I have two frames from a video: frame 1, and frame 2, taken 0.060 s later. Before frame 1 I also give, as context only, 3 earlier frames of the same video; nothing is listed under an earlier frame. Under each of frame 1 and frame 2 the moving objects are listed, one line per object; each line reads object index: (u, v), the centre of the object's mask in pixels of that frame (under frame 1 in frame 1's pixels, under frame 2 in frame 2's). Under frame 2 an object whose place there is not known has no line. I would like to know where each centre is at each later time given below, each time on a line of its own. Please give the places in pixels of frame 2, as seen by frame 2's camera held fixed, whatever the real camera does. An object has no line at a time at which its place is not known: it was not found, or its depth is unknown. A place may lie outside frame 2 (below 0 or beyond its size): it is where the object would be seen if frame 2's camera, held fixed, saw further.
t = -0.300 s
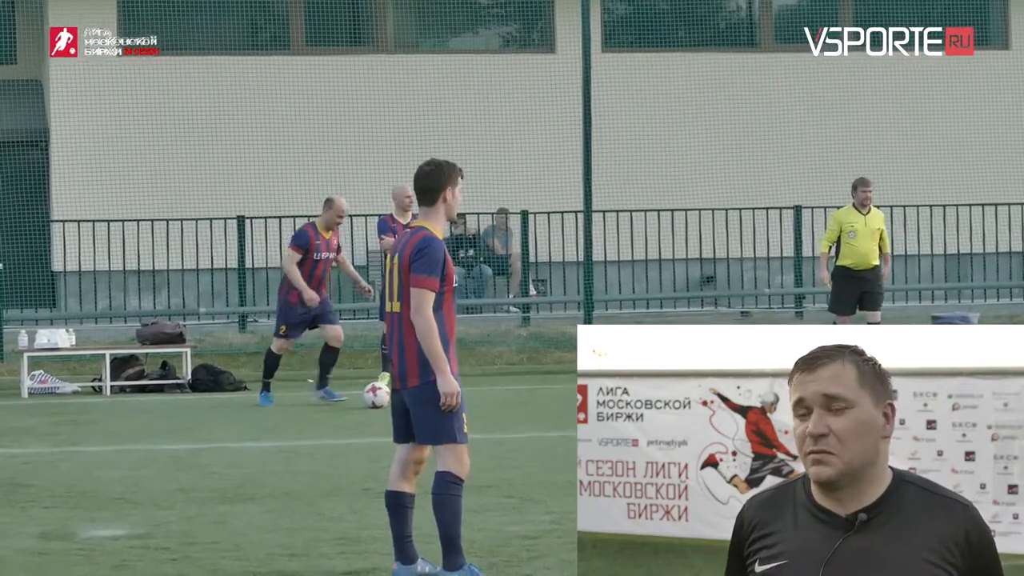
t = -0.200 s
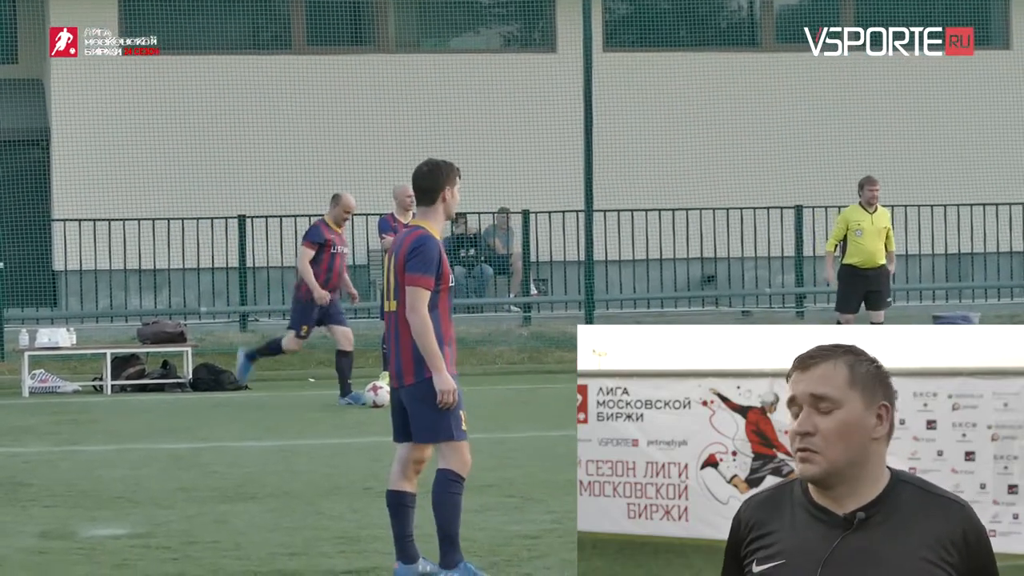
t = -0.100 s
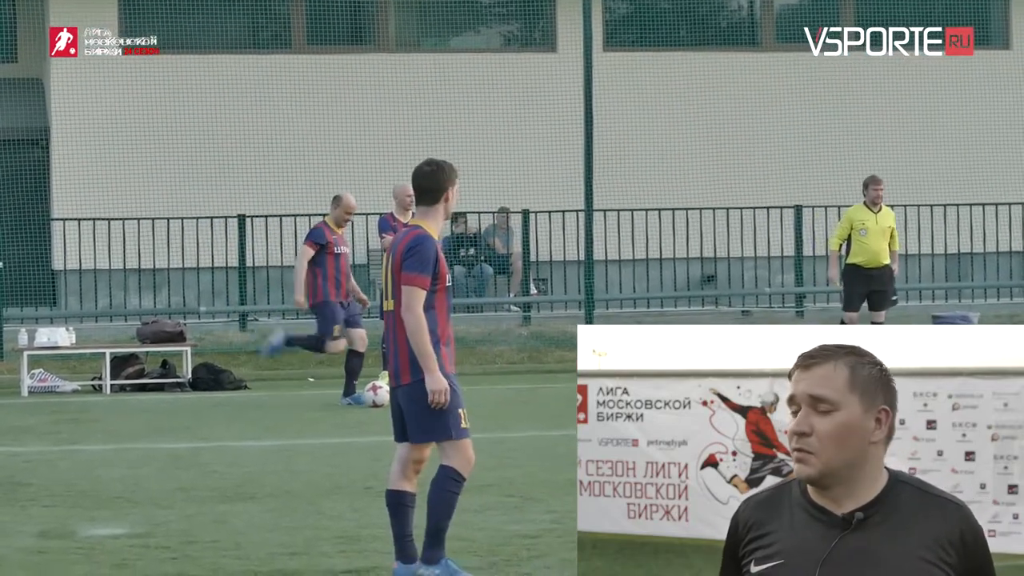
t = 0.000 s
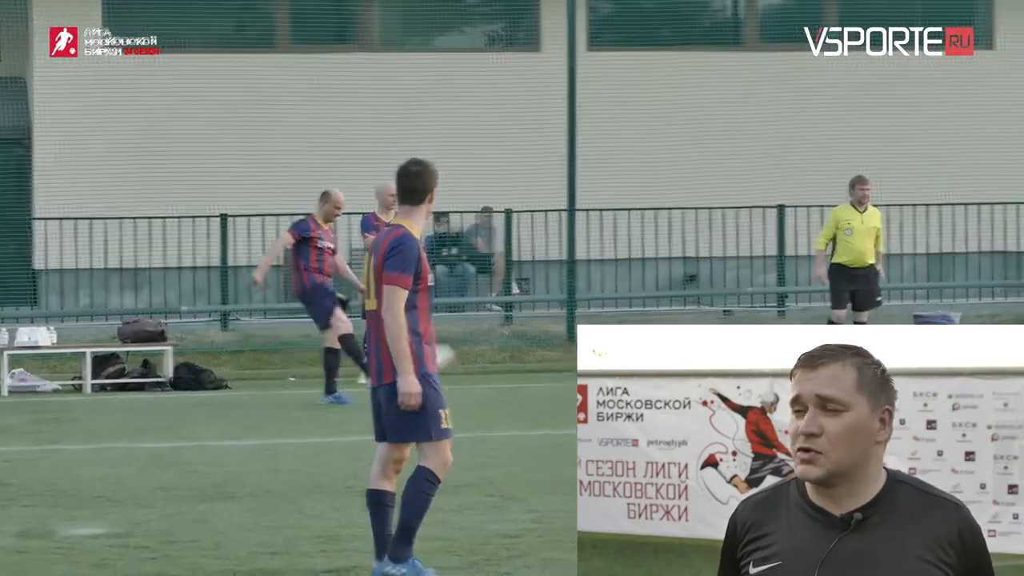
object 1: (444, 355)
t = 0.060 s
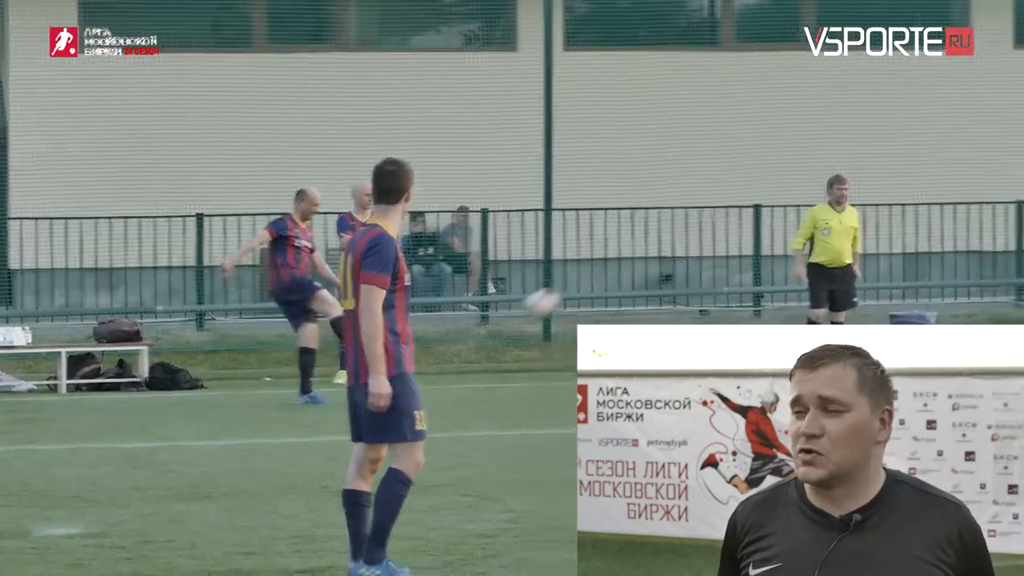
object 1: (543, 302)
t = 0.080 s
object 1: (585, 285)
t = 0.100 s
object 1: (627, 267)
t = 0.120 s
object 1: (672, 248)
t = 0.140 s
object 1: (715, 231)
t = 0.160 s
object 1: (755, 215)
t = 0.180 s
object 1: (797, 198)
